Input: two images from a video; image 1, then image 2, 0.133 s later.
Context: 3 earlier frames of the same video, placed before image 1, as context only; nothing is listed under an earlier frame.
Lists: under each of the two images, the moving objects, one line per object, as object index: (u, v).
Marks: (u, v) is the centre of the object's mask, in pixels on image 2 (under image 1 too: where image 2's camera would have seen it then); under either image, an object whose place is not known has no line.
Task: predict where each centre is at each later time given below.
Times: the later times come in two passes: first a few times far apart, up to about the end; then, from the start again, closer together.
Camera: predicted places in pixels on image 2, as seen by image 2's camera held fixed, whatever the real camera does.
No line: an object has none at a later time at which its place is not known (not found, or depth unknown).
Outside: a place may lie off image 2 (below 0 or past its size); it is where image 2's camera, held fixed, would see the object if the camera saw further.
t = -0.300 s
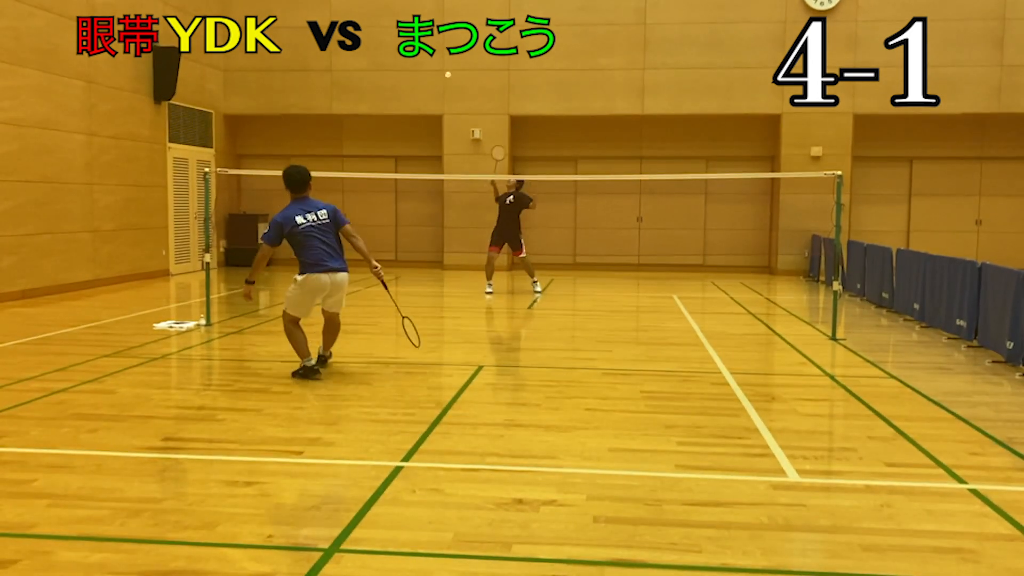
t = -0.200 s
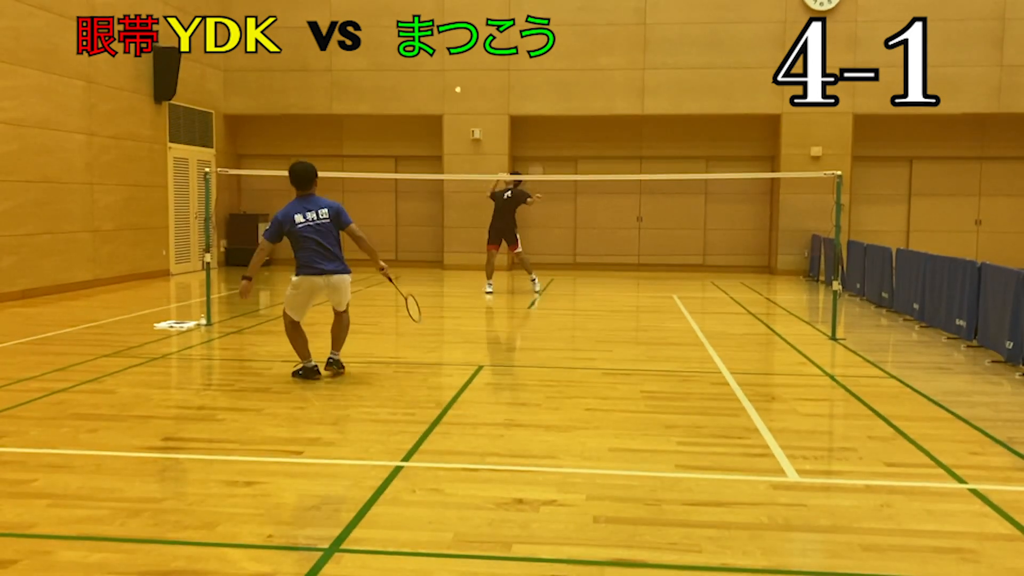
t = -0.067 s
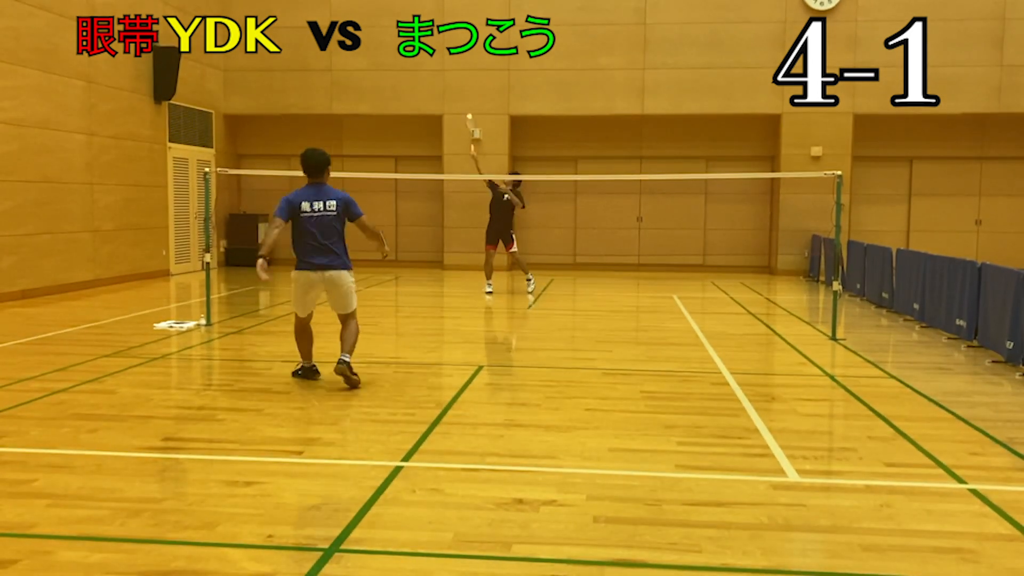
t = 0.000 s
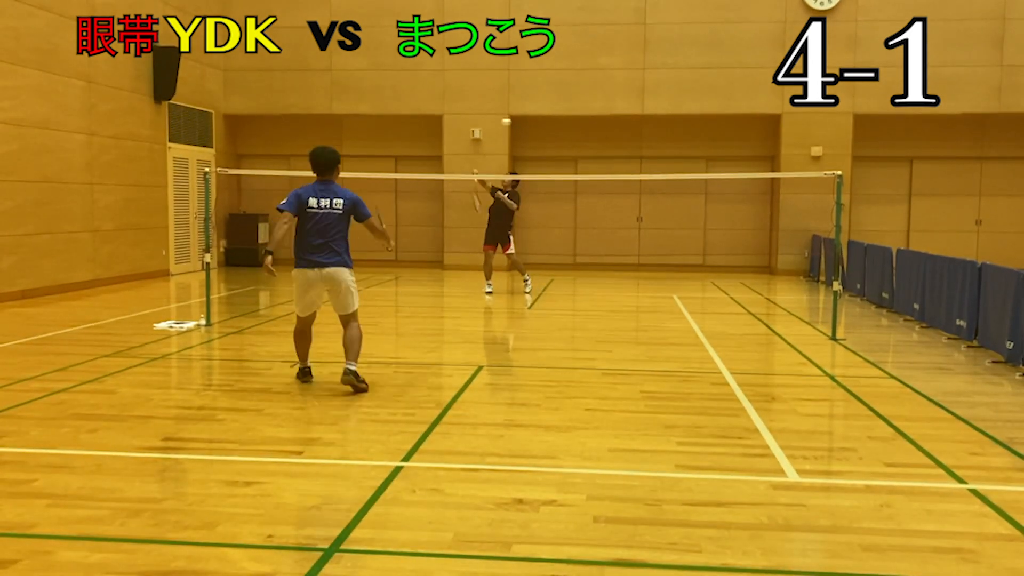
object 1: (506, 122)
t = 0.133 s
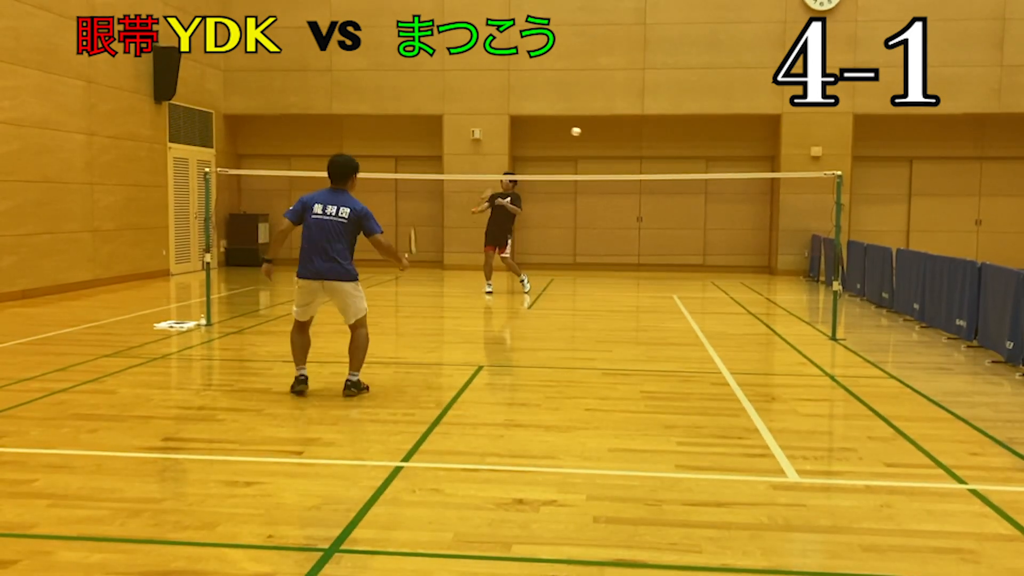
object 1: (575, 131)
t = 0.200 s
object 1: (606, 143)
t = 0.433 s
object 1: (709, 231)
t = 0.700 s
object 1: (827, 466)
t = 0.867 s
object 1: (879, 473)
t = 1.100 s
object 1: (953, 546)
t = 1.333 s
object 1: (985, 561)
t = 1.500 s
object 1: (1006, 566)
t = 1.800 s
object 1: (1010, 563)
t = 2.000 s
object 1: (1008, 561)
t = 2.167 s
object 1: (1008, 560)
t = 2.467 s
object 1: (1008, 561)
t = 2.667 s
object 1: (1009, 562)
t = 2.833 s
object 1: (1010, 562)
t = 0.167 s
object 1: (591, 137)
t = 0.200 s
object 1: (606, 143)
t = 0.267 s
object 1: (636, 161)
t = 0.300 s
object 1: (652, 171)
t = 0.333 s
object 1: (665, 181)
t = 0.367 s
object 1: (680, 197)
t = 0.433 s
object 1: (709, 231)
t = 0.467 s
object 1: (723, 252)
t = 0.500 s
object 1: (737, 275)
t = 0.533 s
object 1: (752, 301)
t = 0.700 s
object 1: (827, 466)
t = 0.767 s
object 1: (845, 485)
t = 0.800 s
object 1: (858, 481)
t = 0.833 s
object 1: (868, 474)
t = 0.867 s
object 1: (879, 473)
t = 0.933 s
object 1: (901, 485)
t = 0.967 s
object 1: (912, 497)
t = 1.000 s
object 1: (922, 509)
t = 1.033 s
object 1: (935, 522)
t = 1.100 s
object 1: (953, 546)
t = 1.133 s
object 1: (956, 545)
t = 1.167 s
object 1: (961, 546)
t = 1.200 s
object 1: (966, 551)
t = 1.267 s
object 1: (972, 557)
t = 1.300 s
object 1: (978, 562)
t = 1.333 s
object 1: (985, 561)
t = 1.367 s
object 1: (992, 562)
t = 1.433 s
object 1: (1001, 565)
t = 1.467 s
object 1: (1004, 566)
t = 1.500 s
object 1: (1006, 566)
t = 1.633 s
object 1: (1010, 566)
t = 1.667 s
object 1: (1011, 565)
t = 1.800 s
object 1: (1010, 563)
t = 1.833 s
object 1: (1010, 563)
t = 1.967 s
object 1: (1008, 561)
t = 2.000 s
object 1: (1008, 561)
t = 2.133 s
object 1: (1008, 560)
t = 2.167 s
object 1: (1008, 560)
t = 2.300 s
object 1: (1007, 560)
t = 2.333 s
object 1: (1008, 560)
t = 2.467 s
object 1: (1008, 561)
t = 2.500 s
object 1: (1008, 561)
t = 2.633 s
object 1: (1009, 561)
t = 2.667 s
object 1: (1009, 562)
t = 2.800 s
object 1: (1009, 562)
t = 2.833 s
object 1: (1010, 562)
